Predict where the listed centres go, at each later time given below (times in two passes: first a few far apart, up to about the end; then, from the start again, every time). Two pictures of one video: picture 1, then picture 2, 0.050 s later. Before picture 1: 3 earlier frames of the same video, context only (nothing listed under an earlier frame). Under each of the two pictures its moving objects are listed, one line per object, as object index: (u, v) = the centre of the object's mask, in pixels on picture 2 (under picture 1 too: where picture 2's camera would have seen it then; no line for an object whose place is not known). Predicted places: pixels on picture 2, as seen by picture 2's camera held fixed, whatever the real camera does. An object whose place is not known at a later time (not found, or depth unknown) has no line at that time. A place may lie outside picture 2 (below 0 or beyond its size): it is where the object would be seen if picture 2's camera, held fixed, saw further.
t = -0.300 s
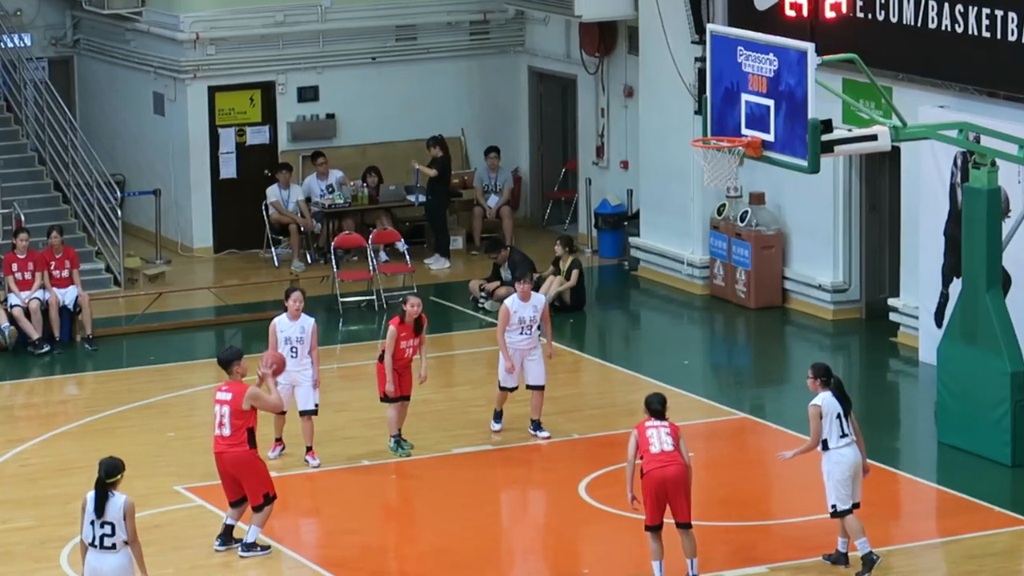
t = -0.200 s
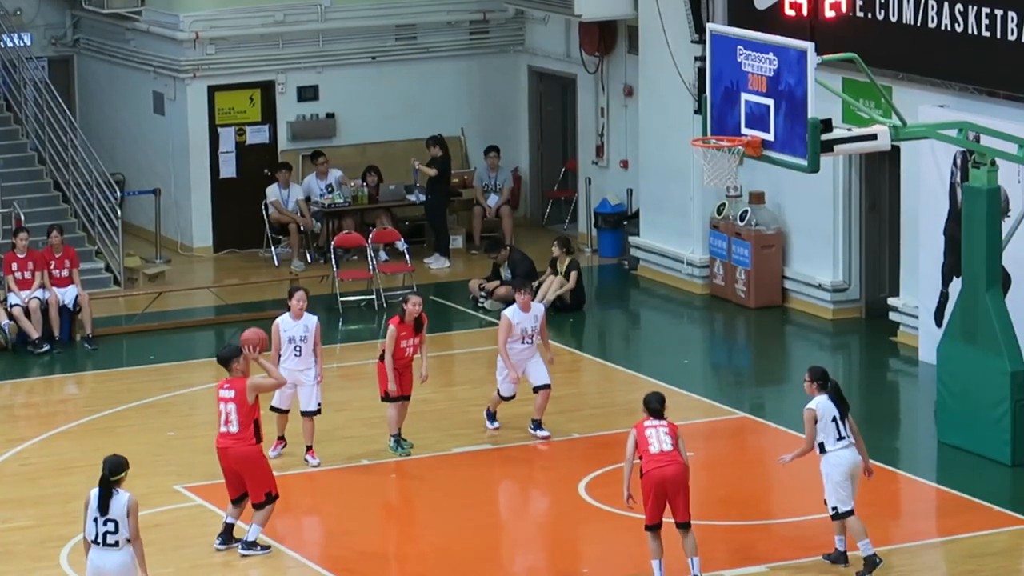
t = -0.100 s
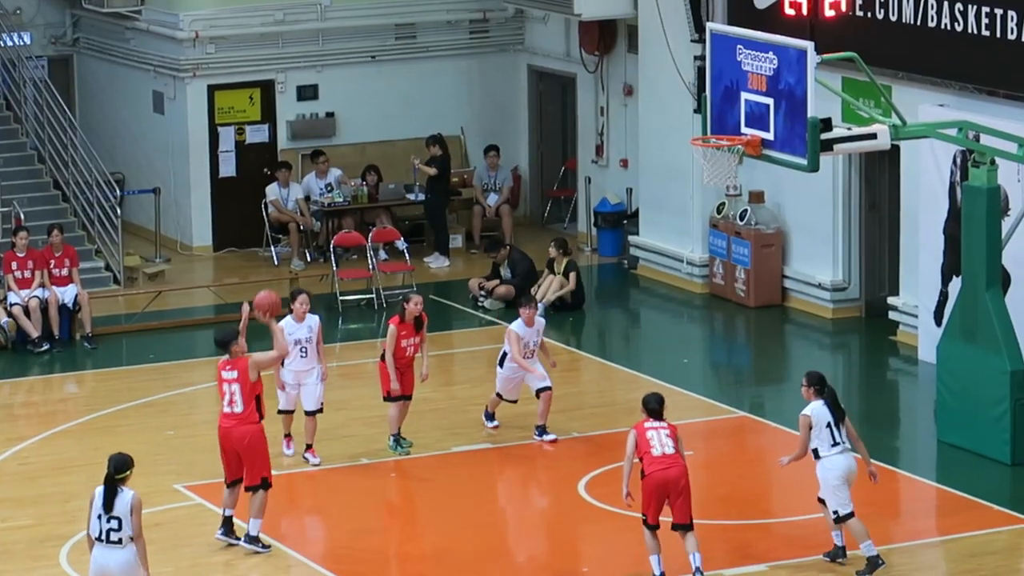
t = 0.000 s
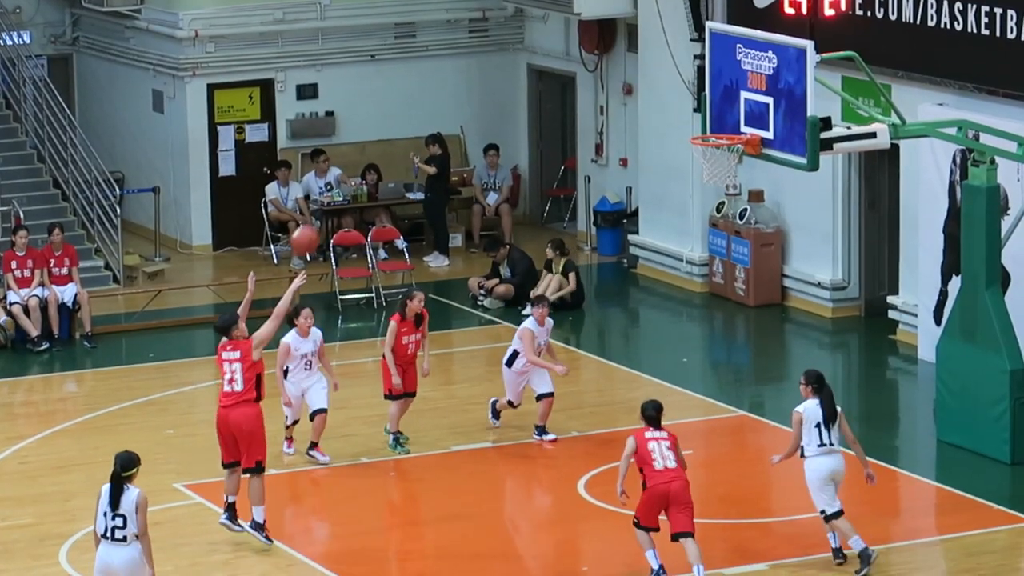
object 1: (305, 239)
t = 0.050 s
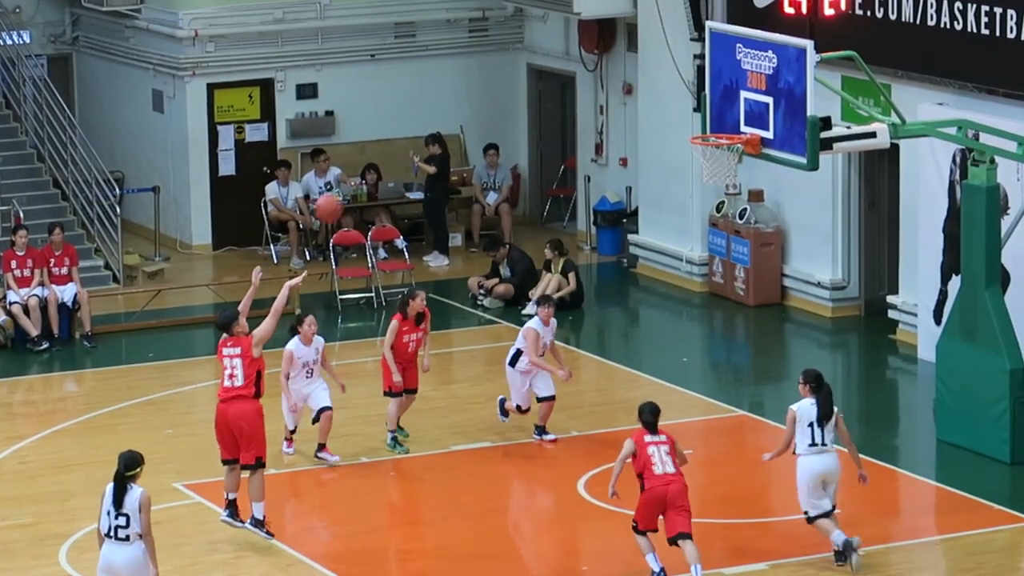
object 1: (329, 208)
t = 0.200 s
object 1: (400, 131)
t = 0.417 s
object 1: (502, 65)
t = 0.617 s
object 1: (593, 53)
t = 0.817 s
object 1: (681, 86)
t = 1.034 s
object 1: (704, 98)
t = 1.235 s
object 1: (632, 60)
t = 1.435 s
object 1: (561, 68)
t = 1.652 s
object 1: (484, 127)
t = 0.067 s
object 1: (337, 198)
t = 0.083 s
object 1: (345, 188)
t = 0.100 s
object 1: (352, 179)
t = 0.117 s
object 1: (360, 170)
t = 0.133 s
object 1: (368, 161)
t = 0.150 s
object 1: (376, 153)
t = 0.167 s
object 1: (384, 146)
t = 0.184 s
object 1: (393, 138)
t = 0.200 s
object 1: (400, 131)
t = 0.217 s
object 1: (409, 123)
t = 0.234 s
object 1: (416, 117)
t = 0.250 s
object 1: (424, 110)
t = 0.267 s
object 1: (432, 104)
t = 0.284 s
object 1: (440, 99)
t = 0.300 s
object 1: (448, 94)
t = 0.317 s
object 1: (455, 89)
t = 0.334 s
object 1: (463, 84)
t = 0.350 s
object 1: (471, 80)
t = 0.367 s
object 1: (479, 75)
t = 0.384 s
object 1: (486, 72)
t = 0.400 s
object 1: (494, 68)
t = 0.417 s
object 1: (502, 65)
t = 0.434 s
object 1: (509, 63)
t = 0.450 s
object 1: (517, 60)
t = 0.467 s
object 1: (525, 58)
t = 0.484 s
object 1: (532, 56)
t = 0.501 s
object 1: (540, 55)
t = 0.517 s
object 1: (548, 54)
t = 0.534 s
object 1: (555, 53)
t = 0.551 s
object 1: (563, 53)
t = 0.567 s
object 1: (571, 52)
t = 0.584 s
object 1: (578, 52)
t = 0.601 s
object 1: (586, 53)
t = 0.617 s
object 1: (593, 53)
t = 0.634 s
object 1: (601, 54)
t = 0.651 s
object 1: (608, 55)
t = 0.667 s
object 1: (616, 57)
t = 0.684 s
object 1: (623, 59)
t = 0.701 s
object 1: (630, 62)
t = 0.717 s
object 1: (638, 64)
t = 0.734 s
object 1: (646, 67)
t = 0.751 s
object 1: (653, 70)
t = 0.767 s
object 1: (660, 74)
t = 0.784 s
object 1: (668, 78)
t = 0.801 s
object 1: (674, 82)
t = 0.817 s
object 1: (681, 86)
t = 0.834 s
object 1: (689, 91)
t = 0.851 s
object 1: (696, 96)
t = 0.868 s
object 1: (703, 101)
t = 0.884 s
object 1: (711, 108)
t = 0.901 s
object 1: (718, 113)
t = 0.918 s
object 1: (724, 119)
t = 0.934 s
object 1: (732, 125)
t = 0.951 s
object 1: (734, 126)
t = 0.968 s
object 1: (727, 121)
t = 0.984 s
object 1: (722, 115)
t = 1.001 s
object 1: (716, 109)
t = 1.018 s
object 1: (711, 104)
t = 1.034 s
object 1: (704, 98)
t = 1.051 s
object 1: (698, 94)
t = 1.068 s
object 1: (692, 89)
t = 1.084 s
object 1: (687, 85)
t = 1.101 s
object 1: (681, 81)
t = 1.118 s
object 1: (675, 77)
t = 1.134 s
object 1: (669, 74)
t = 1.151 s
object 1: (663, 71)
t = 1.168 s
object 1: (657, 68)
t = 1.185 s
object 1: (651, 66)
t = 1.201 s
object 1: (645, 64)
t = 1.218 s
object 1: (639, 62)
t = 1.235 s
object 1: (632, 60)
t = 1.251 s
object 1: (627, 59)
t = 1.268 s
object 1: (621, 58)
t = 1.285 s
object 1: (615, 57)
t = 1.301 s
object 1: (609, 57)
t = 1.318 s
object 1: (603, 58)
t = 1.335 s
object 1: (597, 58)
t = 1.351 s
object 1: (591, 59)
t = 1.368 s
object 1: (585, 60)
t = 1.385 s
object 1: (579, 62)
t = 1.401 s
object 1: (573, 63)
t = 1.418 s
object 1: (567, 65)
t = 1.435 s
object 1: (561, 68)
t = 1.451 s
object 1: (555, 71)
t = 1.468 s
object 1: (549, 74)
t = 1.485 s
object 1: (543, 77)
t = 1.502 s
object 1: (538, 80)
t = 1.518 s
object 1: (531, 84)
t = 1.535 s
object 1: (525, 88)
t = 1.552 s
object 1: (519, 93)
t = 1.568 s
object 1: (513, 98)
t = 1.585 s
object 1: (507, 104)
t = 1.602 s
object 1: (502, 109)
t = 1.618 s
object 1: (496, 115)
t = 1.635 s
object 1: (490, 121)
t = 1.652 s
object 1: (484, 127)
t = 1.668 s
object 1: (478, 134)
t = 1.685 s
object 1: (472, 141)
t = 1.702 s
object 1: (467, 150)
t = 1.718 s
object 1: (461, 158)
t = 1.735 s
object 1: (455, 165)
